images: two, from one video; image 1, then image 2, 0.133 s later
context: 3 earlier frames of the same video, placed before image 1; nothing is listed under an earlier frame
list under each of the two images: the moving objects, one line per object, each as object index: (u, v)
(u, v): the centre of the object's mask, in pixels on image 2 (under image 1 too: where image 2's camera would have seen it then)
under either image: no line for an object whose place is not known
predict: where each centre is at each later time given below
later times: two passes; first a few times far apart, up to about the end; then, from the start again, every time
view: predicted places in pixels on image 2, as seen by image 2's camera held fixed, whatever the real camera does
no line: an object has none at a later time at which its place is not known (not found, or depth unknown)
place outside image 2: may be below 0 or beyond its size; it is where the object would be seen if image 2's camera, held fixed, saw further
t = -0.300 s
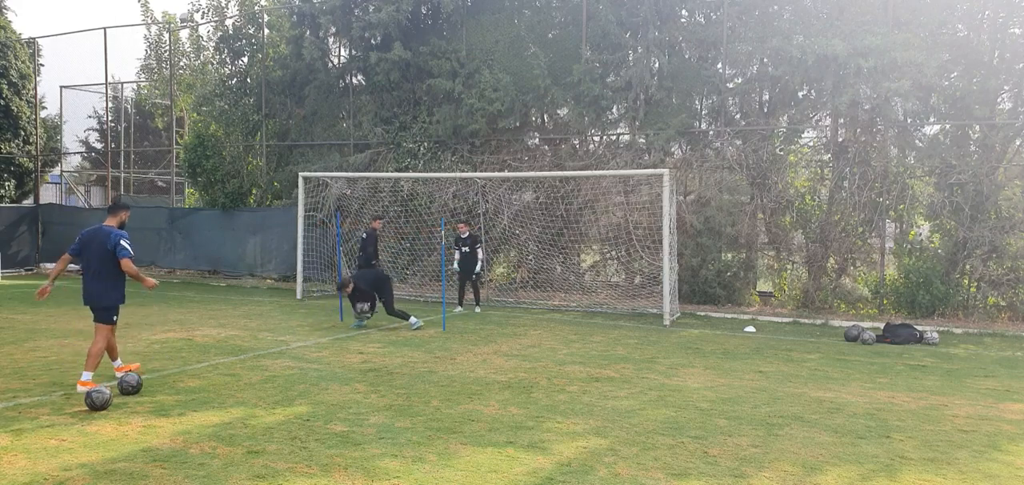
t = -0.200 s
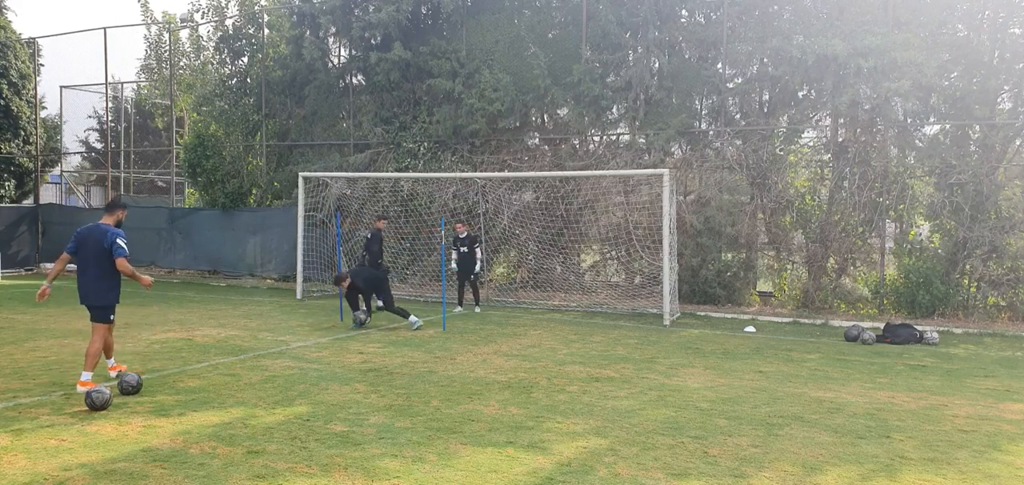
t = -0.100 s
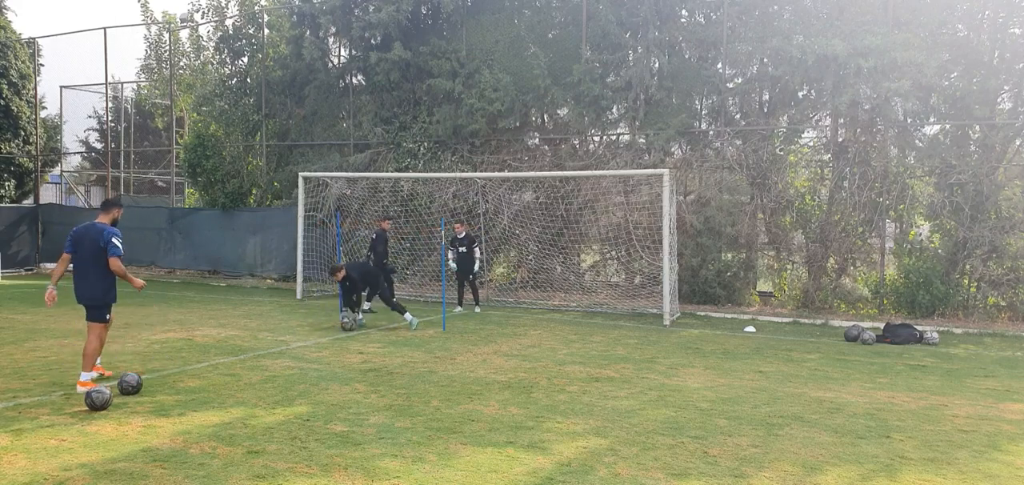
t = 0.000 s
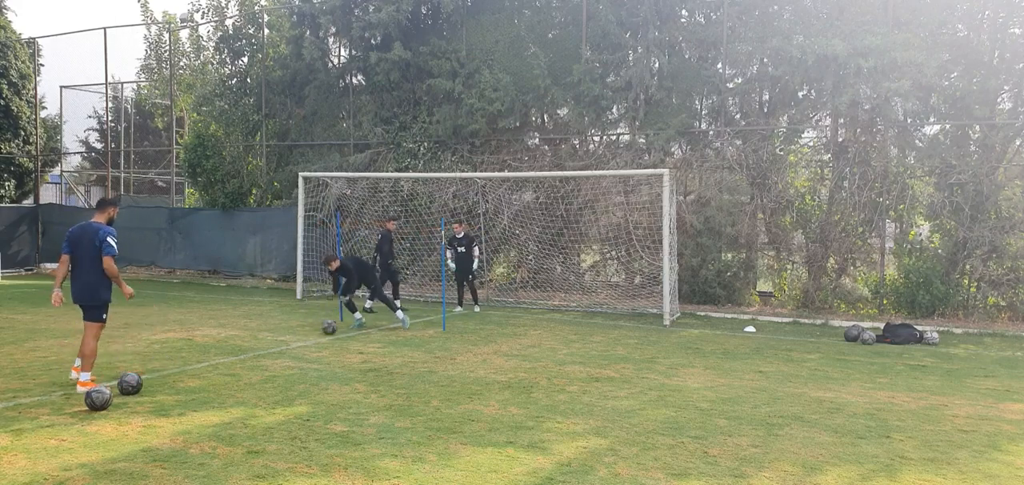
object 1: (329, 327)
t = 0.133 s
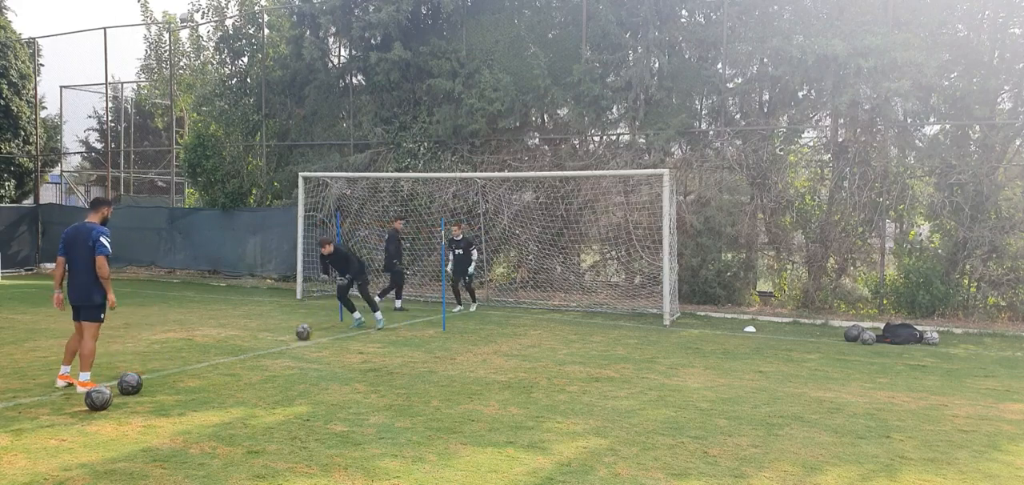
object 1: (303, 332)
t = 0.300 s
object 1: (272, 337)
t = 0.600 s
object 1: (212, 349)
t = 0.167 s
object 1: (297, 333)
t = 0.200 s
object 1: (291, 334)
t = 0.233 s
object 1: (284, 336)
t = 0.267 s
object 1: (278, 337)
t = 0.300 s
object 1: (272, 337)
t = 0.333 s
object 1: (265, 339)
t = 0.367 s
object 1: (259, 341)
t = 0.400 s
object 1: (252, 341)
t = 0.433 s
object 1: (246, 343)
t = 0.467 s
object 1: (239, 344)
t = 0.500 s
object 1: (233, 345)
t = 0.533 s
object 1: (226, 347)
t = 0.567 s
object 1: (219, 348)
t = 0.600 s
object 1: (212, 349)
